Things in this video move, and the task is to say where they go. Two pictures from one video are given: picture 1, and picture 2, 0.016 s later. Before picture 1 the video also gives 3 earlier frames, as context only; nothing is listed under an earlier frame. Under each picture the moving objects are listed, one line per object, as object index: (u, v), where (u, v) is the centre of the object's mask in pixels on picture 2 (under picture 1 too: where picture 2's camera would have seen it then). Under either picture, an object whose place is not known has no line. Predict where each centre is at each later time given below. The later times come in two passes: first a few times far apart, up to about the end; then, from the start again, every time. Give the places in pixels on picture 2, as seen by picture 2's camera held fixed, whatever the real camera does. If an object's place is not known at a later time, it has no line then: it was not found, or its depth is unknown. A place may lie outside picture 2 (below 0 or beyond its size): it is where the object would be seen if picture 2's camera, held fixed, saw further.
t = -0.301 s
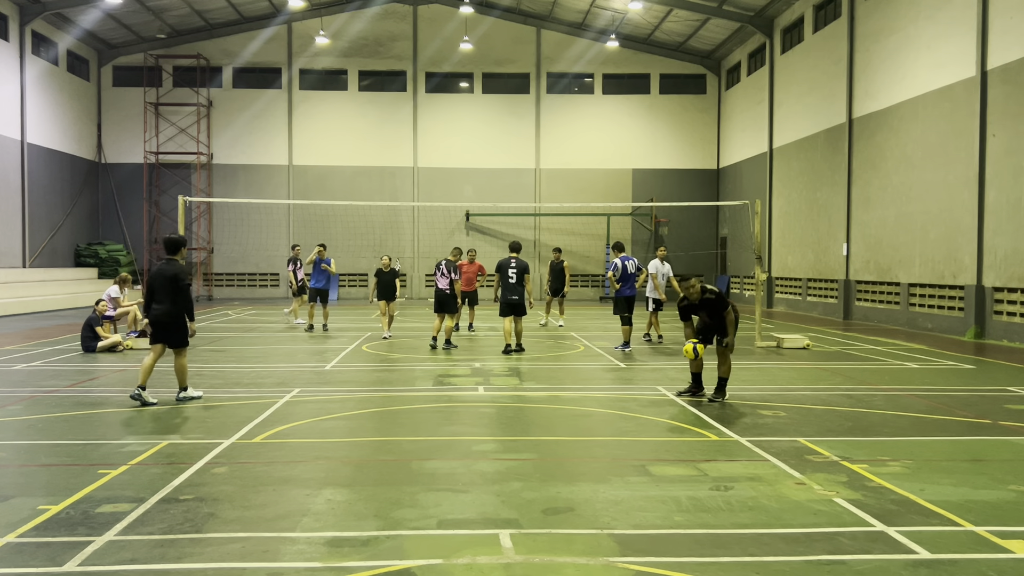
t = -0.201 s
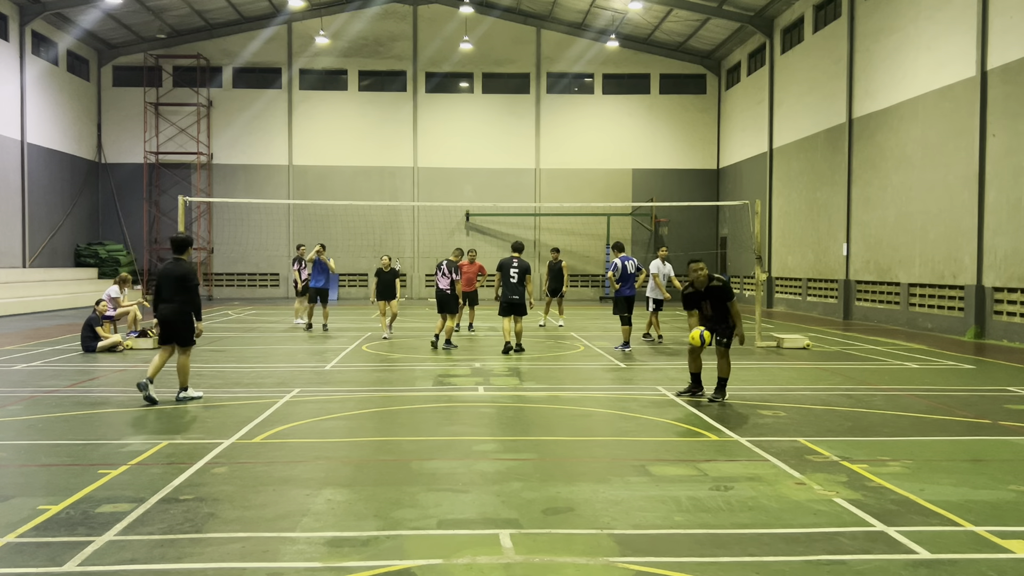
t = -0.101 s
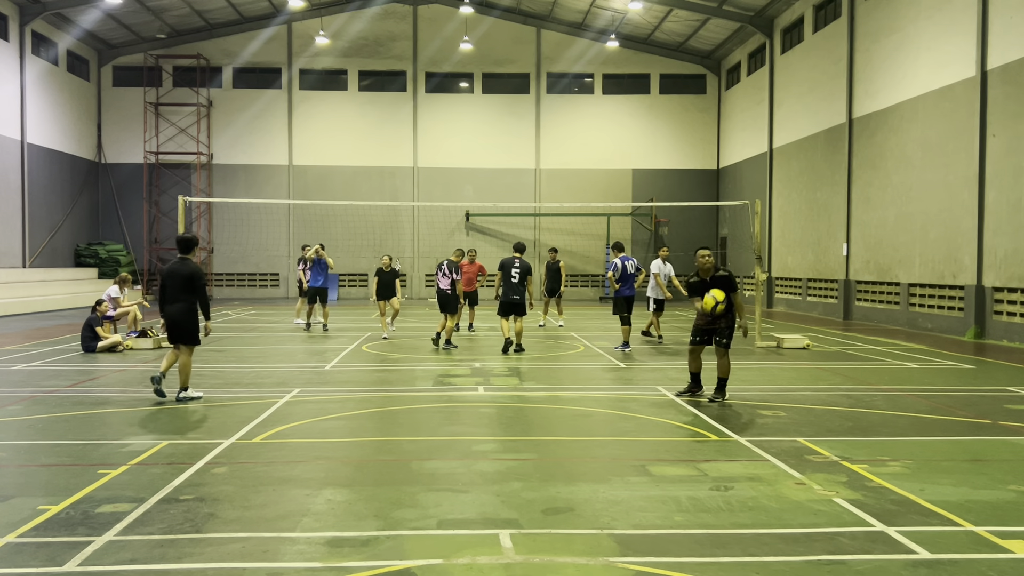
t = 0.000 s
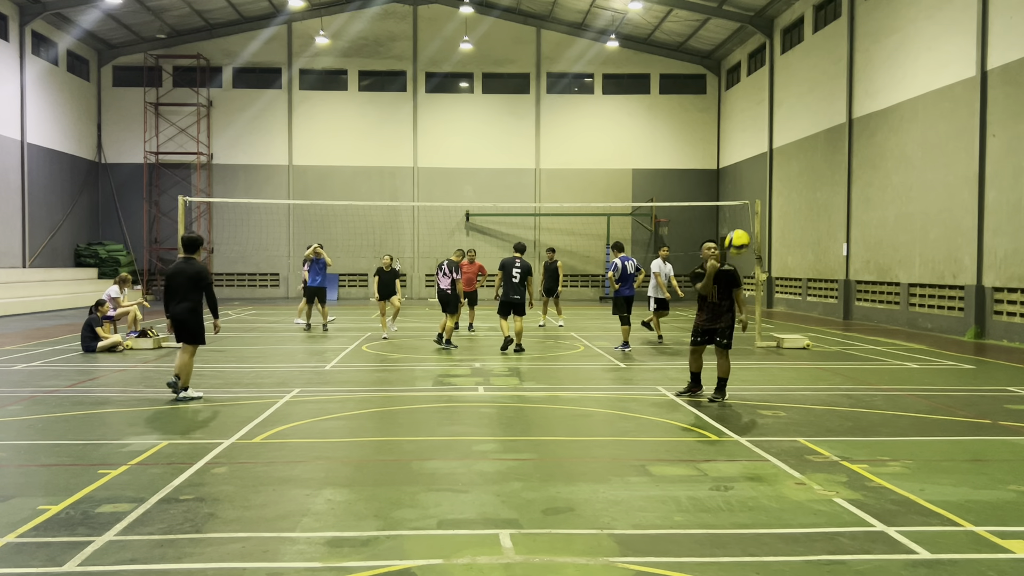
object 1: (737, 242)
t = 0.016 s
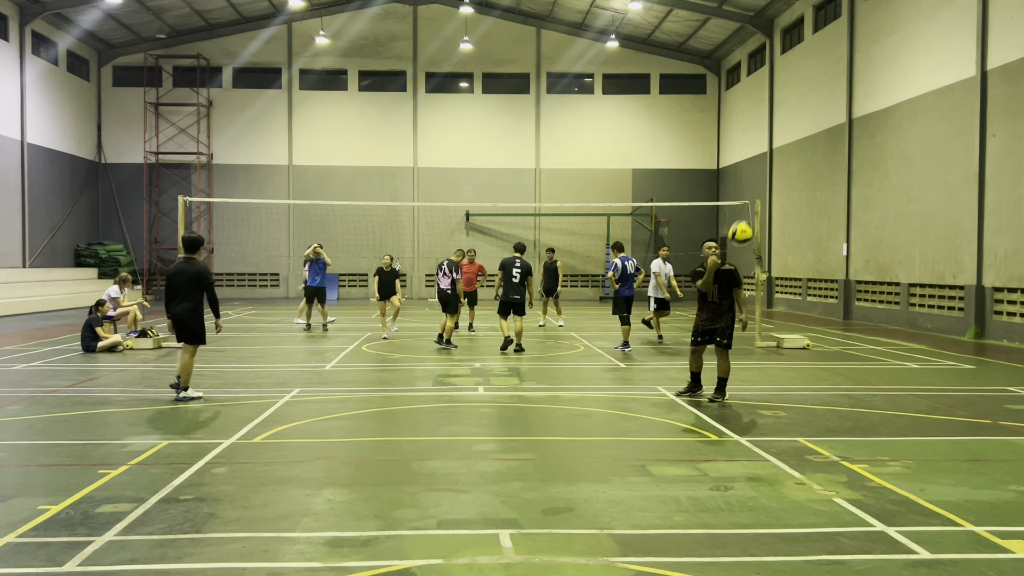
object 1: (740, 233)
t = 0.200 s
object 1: (787, 145)
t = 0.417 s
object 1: (851, 77)
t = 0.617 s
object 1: (921, 63)
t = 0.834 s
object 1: (1008, 117)
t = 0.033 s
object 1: (745, 224)
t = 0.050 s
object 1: (749, 215)
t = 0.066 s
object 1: (753, 207)
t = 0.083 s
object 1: (757, 198)
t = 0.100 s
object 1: (761, 189)
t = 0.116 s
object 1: (765, 182)
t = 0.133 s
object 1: (769, 174)
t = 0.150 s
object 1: (774, 166)
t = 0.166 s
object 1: (778, 159)
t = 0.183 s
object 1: (783, 152)
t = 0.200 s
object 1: (787, 145)
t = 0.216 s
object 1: (792, 138)
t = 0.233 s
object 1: (797, 132)
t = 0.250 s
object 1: (801, 125)
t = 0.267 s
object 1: (806, 118)
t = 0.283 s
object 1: (810, 113)
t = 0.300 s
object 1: (816, 107)
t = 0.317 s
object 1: (821, 102)
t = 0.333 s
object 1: (825, 97)
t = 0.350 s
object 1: (830, 93)
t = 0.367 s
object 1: (835, 88)
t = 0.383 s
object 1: (840, 84)
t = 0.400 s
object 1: (845, 81)
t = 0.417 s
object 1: (851, 77)
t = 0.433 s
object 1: (856, 74)
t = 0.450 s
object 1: (862, 71)
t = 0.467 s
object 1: (867, 69)
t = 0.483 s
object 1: (873, 67)
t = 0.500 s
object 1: (878, 65)
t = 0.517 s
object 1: (884, 63)
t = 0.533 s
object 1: (890, 62)
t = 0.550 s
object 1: (896, 62)
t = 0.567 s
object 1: (902, 61)
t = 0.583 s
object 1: (908, 61)
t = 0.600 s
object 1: (914, 62)
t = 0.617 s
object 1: (921, 63)
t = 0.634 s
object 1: (927, 64)
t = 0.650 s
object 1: (934, 66)
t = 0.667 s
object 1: (940, 68)
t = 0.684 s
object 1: (947, 71)
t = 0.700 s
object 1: (954, 74)
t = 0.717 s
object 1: (961, 77)
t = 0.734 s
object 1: (968, 82)
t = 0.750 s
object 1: (975, 86)
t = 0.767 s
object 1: (981, 91)
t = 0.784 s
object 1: (989, 96)
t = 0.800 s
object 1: (997, 103)
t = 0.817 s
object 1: (1003, 109)
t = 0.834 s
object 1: (1008, 117)
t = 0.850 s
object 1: (1013, 124)
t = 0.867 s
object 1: (1016, 133)
